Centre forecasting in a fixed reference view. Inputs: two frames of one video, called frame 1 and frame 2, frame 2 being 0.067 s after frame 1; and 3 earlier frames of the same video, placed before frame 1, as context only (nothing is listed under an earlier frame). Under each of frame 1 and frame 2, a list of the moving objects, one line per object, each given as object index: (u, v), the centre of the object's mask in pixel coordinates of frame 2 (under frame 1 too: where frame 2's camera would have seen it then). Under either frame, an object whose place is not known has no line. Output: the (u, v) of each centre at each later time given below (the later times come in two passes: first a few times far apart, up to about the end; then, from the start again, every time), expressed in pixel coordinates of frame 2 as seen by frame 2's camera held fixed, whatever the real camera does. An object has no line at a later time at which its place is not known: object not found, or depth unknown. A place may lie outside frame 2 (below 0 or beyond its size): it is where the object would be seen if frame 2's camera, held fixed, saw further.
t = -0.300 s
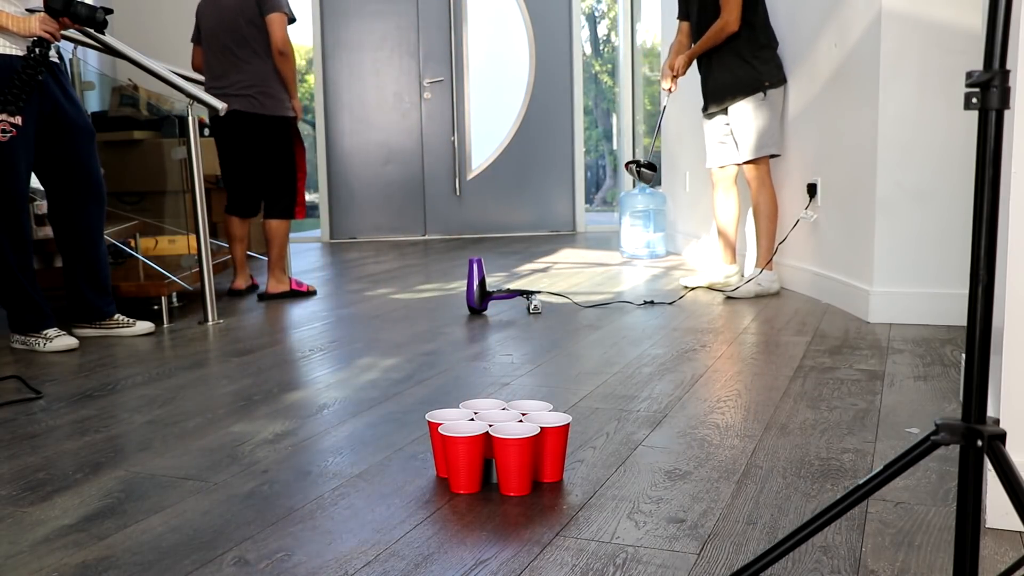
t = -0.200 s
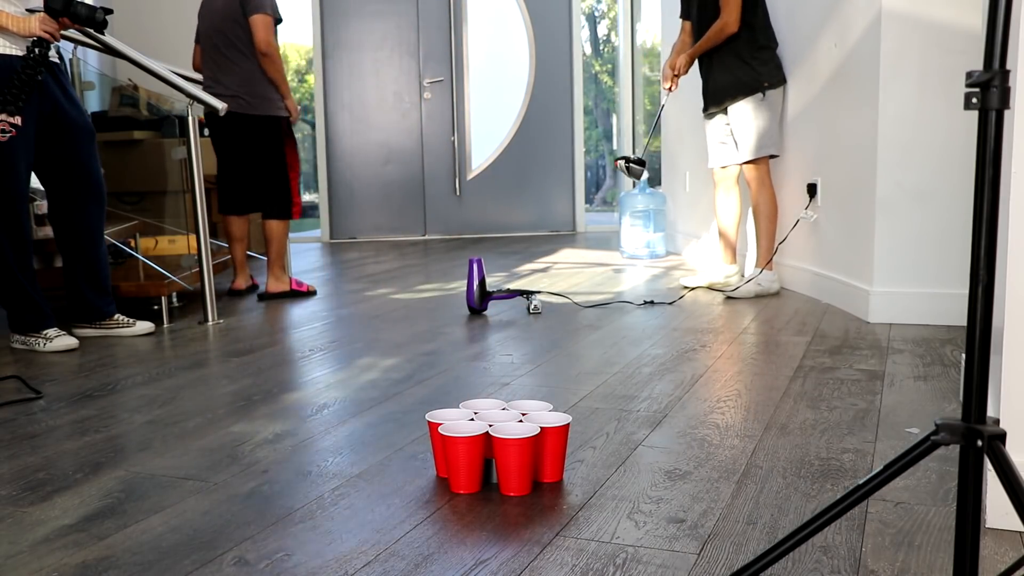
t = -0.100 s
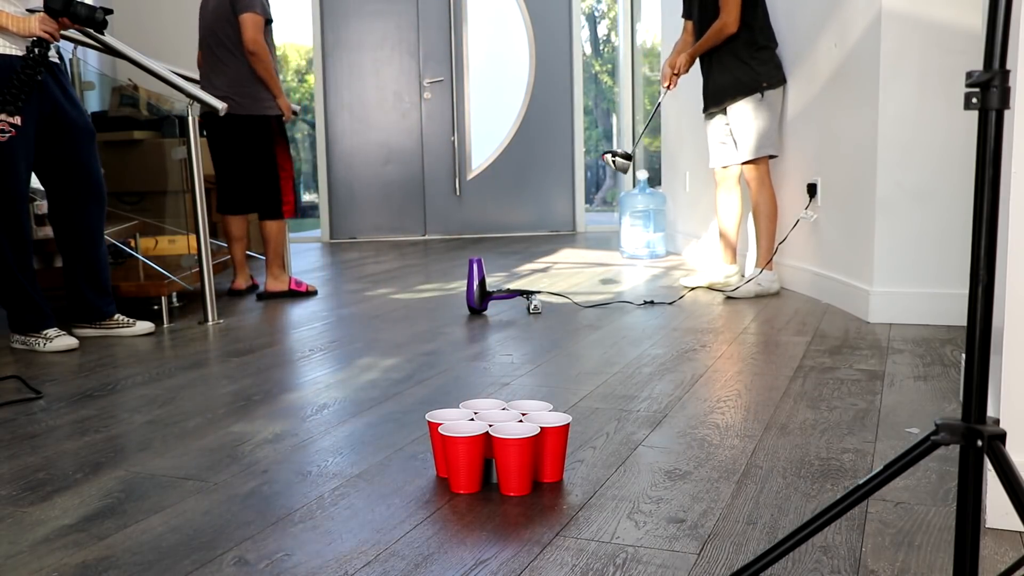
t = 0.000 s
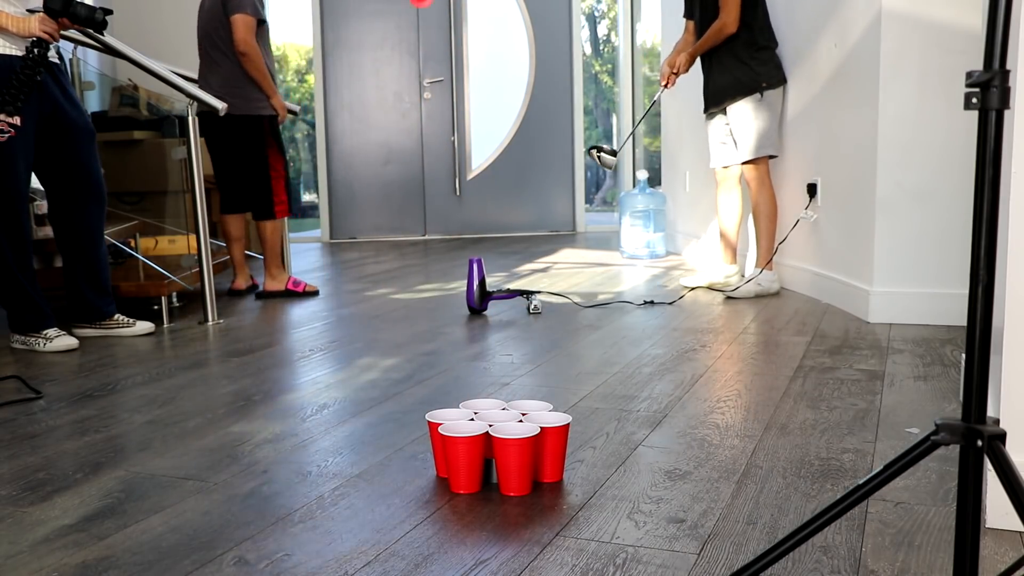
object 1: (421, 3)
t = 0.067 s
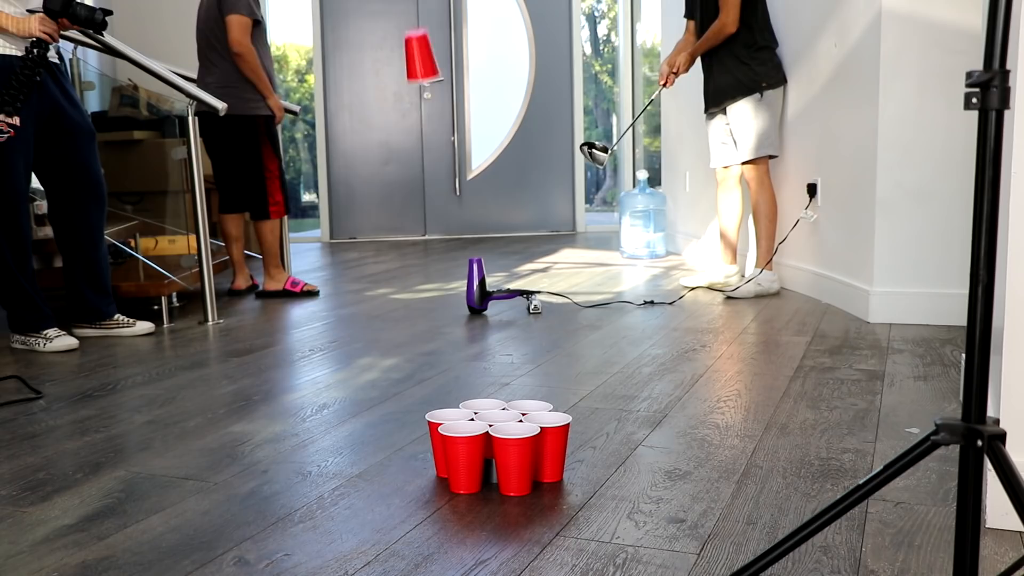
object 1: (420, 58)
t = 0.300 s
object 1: (426, 378)
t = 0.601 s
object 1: (414, 385)
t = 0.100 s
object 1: (423, 99)
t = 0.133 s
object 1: (427, 138)
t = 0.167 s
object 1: (423, 178)
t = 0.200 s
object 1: (422, 226)
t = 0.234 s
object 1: (421, 271)
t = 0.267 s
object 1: (423, 328)
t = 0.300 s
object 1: (426, 378)
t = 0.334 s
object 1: (423, 364)
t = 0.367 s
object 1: (420, 359)
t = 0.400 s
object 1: (416, 345)
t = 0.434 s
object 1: (418, 345)
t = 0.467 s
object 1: (417, 347)
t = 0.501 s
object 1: (417, 350)
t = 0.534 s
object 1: (417, 368)
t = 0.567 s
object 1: (415, 379)
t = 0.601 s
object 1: (414, 385)
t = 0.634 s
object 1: (414, 383)
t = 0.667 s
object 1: (414, 386)
